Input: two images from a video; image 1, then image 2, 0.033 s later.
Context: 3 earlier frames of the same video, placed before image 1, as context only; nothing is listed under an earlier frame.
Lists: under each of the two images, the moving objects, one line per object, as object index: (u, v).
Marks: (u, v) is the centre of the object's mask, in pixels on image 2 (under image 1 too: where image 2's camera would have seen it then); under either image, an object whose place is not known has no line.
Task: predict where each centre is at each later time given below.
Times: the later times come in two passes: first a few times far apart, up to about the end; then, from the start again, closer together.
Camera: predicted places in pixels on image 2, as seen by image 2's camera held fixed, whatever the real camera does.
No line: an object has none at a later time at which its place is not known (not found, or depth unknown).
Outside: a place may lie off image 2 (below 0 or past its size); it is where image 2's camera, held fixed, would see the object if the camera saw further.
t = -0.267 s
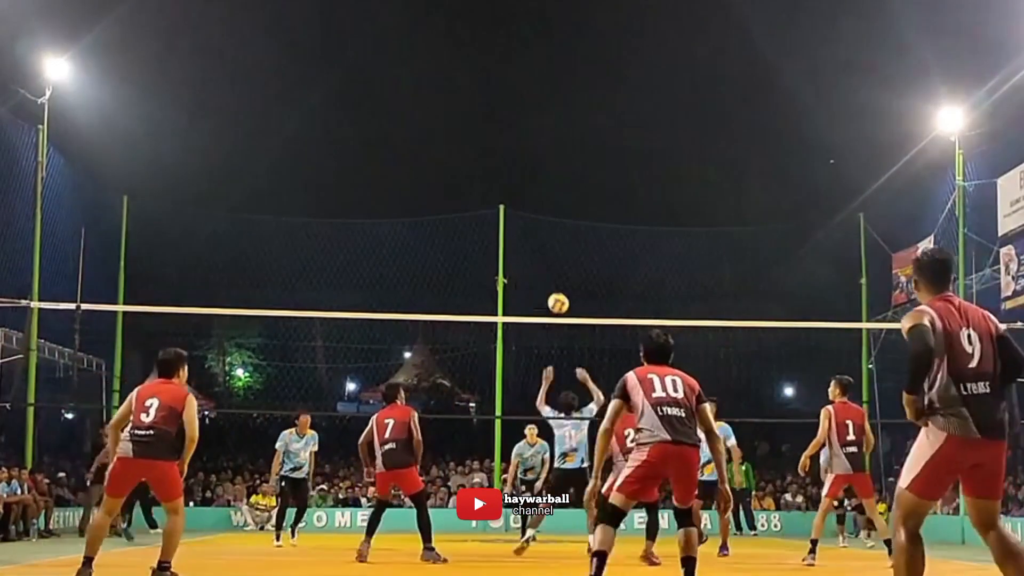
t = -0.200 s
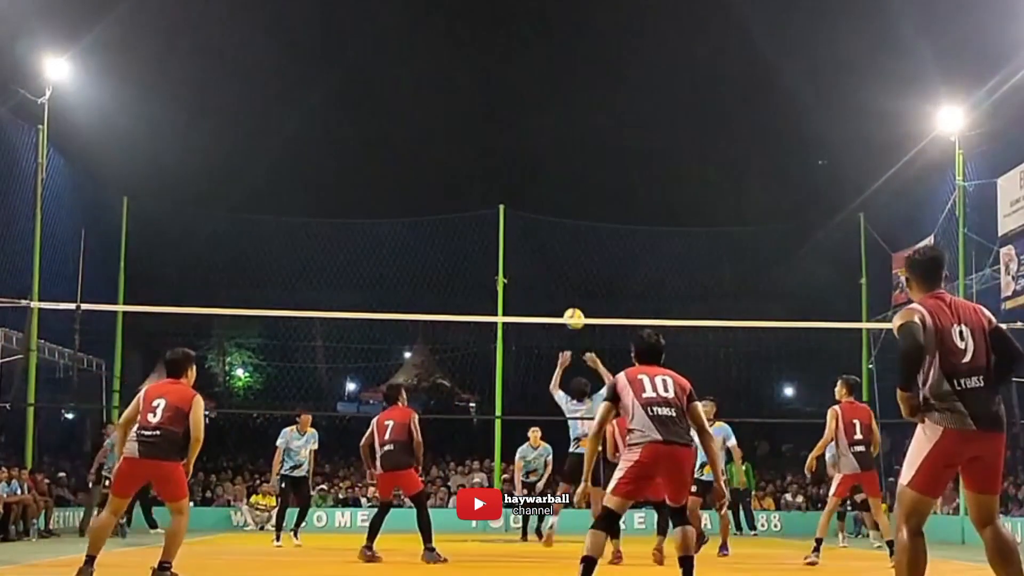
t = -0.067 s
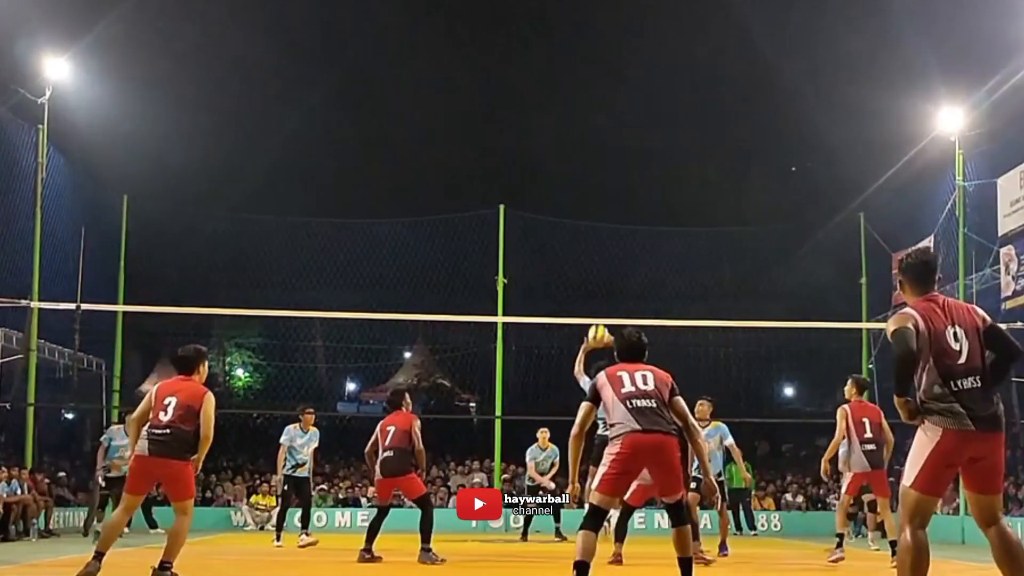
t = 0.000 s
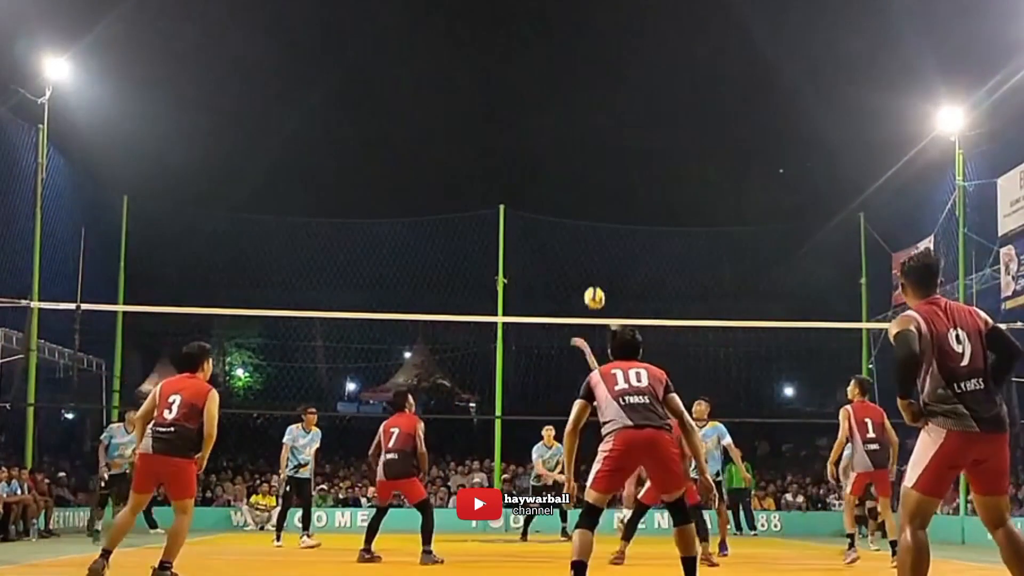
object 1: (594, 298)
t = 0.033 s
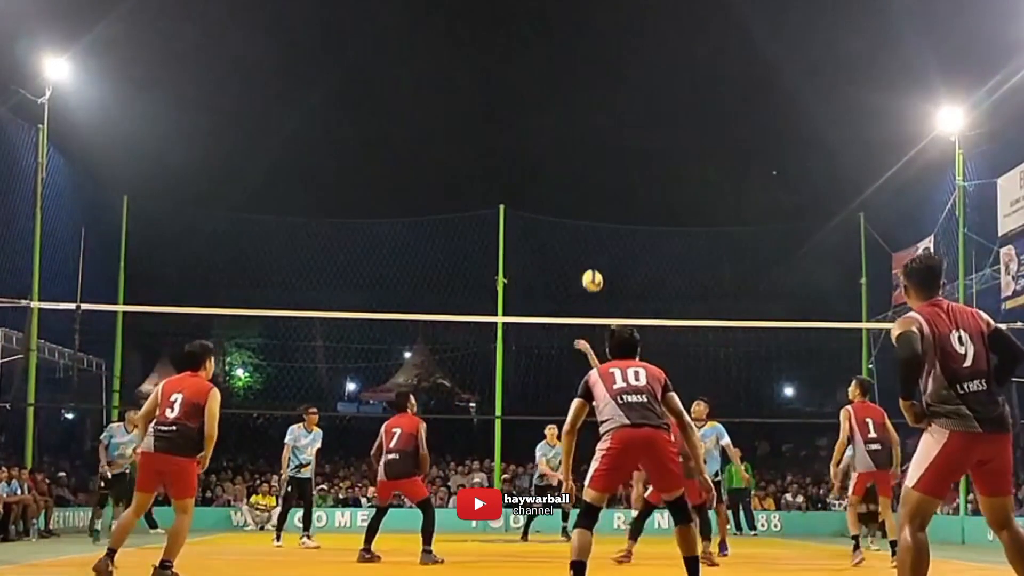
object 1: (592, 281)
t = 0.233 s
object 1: (581, 202)
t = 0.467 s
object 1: (569, 158)
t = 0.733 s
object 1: (557, 166)
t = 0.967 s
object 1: (546, 217)
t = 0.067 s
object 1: (590, 265)
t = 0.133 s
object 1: (587, 236)
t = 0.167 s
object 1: (585, 224)
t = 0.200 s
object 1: (583, 212)
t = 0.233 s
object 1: (581, 202)
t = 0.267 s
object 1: (579, 193)
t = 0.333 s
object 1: (576, 177)
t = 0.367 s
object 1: (574, 171)
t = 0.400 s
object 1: (573, 166)
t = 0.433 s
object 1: (571, 162)
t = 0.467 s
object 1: (569, 158)
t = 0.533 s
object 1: (566, 155)
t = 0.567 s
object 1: (564, 154)
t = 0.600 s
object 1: (563, 155)
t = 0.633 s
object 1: (562, 156)
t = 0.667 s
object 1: (560, 158)
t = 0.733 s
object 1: (557, 166)
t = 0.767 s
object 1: (555, 171)
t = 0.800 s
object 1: (554, 177)
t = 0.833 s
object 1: (552, 183)
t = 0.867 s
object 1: (551, 190)
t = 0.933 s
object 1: (548, 208)
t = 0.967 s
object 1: (546, 217)
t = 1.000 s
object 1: (544, 228)
